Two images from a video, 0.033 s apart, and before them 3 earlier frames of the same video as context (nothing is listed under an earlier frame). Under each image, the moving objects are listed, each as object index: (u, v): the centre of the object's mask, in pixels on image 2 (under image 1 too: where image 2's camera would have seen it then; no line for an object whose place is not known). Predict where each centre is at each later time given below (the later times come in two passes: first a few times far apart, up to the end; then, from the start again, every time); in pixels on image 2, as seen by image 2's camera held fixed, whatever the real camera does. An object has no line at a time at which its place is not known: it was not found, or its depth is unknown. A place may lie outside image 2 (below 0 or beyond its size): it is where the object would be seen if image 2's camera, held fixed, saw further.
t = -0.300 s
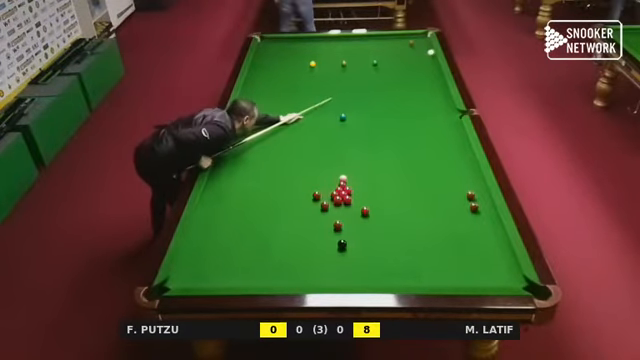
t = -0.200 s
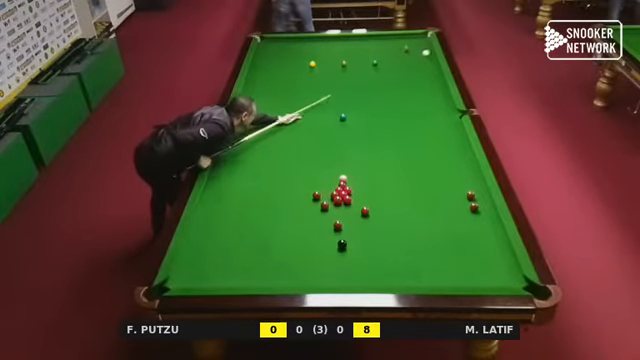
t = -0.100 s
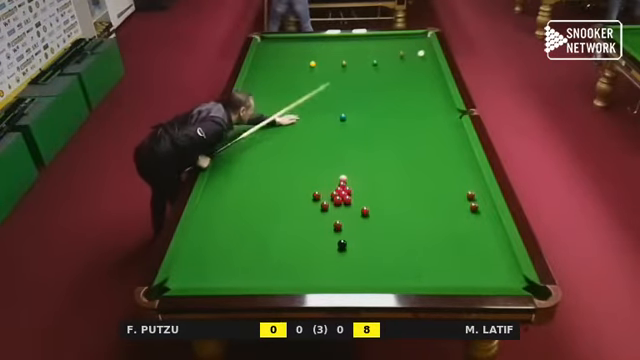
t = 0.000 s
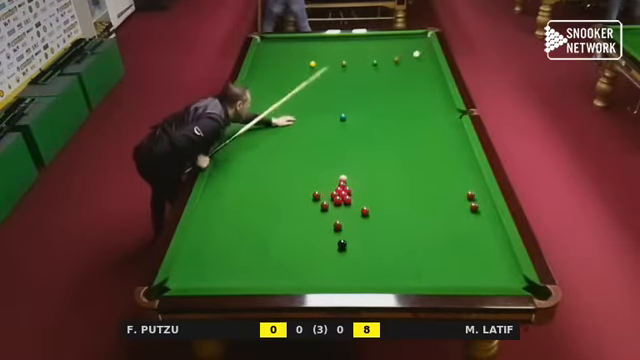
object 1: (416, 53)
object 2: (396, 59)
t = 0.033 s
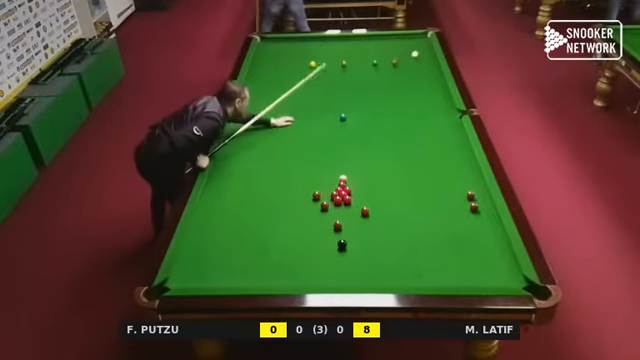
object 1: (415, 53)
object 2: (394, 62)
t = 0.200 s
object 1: (407, 54)
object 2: (385, 72)
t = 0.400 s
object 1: (398, 55)
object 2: (372, 86)
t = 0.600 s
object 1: (390, 56)
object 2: (360, 101)
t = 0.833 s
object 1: (381, 57)
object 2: (351, 117)
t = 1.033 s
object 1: (373, 58)
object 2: (356, 126)
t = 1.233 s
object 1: (366, 58)
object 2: (362, 136)
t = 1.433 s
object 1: (360, 59)
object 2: (367, 146)
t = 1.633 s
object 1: (354, 59)
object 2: (373, 155)
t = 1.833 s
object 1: (349, 60)
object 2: (380, 166)
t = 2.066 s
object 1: (343, 60)
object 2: (388, 178)
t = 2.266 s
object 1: (340, 60)
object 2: (395, 189)
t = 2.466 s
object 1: (337, 59)
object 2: (402, 200)
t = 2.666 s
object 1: (335, 60)
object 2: (410, 211)
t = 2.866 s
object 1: (333, 60)
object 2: (417, 223)
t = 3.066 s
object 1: (332, 60)
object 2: (426, 234)
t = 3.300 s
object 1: (330, 60)
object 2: (436, 248)
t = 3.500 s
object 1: (330, 60)
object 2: (444, 260)
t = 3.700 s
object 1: (330, 60)
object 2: (453, 273)
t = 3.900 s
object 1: (330, 60)
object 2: (461, 282)
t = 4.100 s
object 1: (330, 60)
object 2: (464, 277)
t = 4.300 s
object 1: (330, 60)
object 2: (466, 270)
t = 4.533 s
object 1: (330, 60)
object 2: (467, 262)
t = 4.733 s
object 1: (330, 60)
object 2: (469, 257)
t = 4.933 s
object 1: (330, 60)
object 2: (470, 252)
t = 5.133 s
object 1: (330, 60)
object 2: (471, 247)
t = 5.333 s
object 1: (330, 60)
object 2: (471, 244)
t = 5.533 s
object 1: (330, 60)
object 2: (472, 241)
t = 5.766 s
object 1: (330, 60)
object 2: (473, 239)
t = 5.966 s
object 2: (473, 238)
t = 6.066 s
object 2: (474, 237)
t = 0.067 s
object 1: (413, 54)
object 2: (392, 64)
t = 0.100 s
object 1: (411, 54)
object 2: (390, 66)
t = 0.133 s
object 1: (410, 54)
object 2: (389, 68)
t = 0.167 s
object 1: (408, 54)
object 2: (387, 70)
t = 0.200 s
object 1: (407, 54)
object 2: (385, 72)
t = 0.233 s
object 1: (405, 54)
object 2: (383, 74)
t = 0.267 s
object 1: (404, 55)
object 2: (380, 77)
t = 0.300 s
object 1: (402, 55)
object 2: (378, 79)
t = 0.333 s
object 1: (401, 55)
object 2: (377, 81)
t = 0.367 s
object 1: (400, 55)
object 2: (374, 84)
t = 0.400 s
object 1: (398, 55)
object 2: (372, 86)
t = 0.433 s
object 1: (397, 55)
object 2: (370, 88)
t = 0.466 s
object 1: (395, 55)
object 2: (368, 91)
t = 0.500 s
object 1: (394, 55)
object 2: (366, 93)
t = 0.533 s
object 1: (392, 55)
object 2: (364, 96)
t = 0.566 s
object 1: (391, 55)
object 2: (362, 99)
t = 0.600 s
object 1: (390, 56)
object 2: (360, 101)
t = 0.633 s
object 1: (388, 56)
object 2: (356, 104)
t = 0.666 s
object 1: (387, 56)
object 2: (355, 106)
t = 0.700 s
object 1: (386, 56)
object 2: (353, 109)
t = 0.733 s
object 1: (385, 56)
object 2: (350, 112)
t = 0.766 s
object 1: (383, 56)
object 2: (348, 114)
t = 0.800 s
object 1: (382, 56)
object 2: (349, 116)
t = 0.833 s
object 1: (381, 57)
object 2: (351, 117)
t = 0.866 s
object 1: (379, 57)
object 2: (352, 118)
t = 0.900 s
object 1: (378, 57)
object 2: (353, 120)
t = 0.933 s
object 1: (377, 57)
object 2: (354, 122)
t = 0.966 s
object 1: (375, 57)
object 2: (355, 123)
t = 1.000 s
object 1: (375, 57)
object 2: (355, 125)
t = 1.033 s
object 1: (373, 58)
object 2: (356, 126)
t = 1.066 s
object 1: (372, 58)
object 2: (357, 128)
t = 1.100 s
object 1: (371, 58)
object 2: (358, 129)
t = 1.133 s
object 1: (369, 58)
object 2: (359, 131)
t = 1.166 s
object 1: (368, 58)
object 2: (360, 133)
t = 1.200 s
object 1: (367, 58)
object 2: (360, 134)
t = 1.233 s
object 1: (366, 58)
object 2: (362, 136)
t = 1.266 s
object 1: (365, 58)
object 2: (363, 137)
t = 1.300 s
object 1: (364, 58)
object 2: (364, 139)
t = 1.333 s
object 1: (363, 58)
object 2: (364, 141)
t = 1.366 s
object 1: (362, 58)
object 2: (365, 142)
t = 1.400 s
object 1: (361, 59)
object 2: (366, 144)
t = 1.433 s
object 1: (360, 59)
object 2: (367, 146)
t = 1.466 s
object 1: (359, 59)
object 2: (368, 147)
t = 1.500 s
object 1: (358, 59)
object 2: (369, 149)
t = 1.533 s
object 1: (357, 59)
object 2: (370, 150)
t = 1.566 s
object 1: (356, 59)
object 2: (371, 152)
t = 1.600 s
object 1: (355, 59)
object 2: (372, 154)
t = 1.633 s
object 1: (354, 59)
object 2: (373, 155)
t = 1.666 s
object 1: (353, 59)
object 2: (375, 157)
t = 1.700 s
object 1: (352, 59)
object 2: (376, 159)
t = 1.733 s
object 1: (351, 60)
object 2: (377, 160)
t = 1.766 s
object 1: (350, 60)
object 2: (378, 162)
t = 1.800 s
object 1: (349, 60)
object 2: (379, 164)
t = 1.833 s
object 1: (349, 60)
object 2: (380, 166)
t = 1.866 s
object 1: (347, 61)
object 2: (381, 167)
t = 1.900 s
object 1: (346, 61)
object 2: (382, 169)
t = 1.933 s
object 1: (346, 61)
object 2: (383, 171)
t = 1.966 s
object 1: (345, 61)
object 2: (384, 173)
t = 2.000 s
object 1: (344, 60)
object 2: (386, 174)
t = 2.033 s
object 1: (344, 60)
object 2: (387, 176)
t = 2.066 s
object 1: (343, 60)
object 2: (388, 178)
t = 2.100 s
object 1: (343, 60)
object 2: (389, 180)
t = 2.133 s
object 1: (342, 60)
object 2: (390, 182)
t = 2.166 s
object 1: (342, 60)
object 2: (391, 183)
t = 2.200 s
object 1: (341, 60)
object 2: (392, 185)
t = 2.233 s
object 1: (340, 60)
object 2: (394, 187)
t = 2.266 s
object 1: (340, 60)
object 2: (395, 189)
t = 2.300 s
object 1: (339, 60)
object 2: (396, 191)
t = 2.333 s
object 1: (339, 60)
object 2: (397, 192)
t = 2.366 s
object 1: (338, 60)
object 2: (398, 194)
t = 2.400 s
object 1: (338, 59)
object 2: (400, 196)
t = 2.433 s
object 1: (337, 59)
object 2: (401, 198)
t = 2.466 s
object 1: (337, 59)
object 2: (402, 200)
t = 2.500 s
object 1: (337, 59)
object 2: (403, 202)
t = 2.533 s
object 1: (336, 59)
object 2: (405, 204)
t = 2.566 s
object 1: (336, 60)
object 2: (406, 205)
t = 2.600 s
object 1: (336, 59)
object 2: (407, 208)
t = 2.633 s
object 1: (335, 59)
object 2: (408, 209)
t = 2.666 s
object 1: (335, 60)
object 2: (410, 211)
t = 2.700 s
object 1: (334, 59)
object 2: (411, 213)
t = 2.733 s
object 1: (334, 59)
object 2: (412, 215)
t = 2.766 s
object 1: (334, 60)
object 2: (414, 217)
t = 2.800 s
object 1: (334, 60)
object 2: (415, 219)
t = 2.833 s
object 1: (333, 60)
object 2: (416, 221)
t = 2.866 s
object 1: (333, 60)
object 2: (417, 223)
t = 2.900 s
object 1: (333, 60)
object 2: (419, 225)
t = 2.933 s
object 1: (332, 59)
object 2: (420, 226)
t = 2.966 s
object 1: (332, 60)
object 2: (421, 228)
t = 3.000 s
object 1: (332, 60)
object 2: (423, 231)
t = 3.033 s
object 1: (332, 60)
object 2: (424, 233)
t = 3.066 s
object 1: (332, 60)
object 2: (426, 234)
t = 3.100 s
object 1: (331, 60)
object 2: (427, 236)
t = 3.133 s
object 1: (331, 60)
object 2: (429, 238)
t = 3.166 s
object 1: (331, 60)
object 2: (430, 240)
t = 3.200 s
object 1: (331, 60)
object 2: (432, 242)
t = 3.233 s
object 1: (331, 60)
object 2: (433, 245)
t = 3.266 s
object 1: (331, 60)
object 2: (434, 247)
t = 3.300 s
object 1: (330, 60)
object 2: (436, 248)
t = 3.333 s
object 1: (330, 60)
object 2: (437, 250)
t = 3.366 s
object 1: (330, 59)
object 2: (439, 252)
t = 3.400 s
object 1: (330, 60)
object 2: (440, 255)
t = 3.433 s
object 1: (330, 60)
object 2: (441, 257)
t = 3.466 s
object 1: (330, 60)
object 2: (443, 258)
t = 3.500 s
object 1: (330, 60)
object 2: (444, 260)
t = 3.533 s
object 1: (330, 60)
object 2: (446, 262)
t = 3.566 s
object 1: (330, 60)
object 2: (447, 264)
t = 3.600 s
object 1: (330, 60)
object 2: (449, 267)
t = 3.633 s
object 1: (330, 60)
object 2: (451, 269)
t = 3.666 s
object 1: (330, 60)
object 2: (452, 270)
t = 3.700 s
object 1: (330, 60)
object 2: (453, 273)
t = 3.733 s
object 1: (330, 60)
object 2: (455, 275)
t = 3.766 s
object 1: (330, 60)
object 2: (456, 277)
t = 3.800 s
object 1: (330, 60)
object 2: (458, 279)
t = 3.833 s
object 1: (330, 60)
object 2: (459, 280)
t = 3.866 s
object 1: (330, 60)
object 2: (460, 281)
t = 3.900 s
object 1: (330, 60)
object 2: (461, 282)
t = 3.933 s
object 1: (330, 60)
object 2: (462, 282)
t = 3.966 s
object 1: (330, 60)
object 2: (462, 280)
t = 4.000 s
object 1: (330, 60)
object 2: (463, 280)
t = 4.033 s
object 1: (330, 60)
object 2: (463, 280)
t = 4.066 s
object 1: (330, 60)
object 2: (463, 279)
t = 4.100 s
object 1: (330, 60)
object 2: (464, 277)
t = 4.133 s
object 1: (330, 60)
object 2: (465, 276)
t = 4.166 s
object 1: (330, 60)
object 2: (465, 275)
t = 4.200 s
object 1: (330, 60)
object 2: (465, 273)
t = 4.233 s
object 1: (330, 60)
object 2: (465, 272)
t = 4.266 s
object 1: (330, 60)
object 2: (466, 271)
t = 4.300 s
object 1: (330, 60)
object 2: (466, 270)
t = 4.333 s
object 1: (330, 60)
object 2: (466, 269)
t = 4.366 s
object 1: (330, 60)
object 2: (466, 267)
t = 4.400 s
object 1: (330, 60)
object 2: (467, 267)
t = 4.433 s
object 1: (330, 60)
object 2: (467, 266)
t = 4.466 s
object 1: (330, 60)
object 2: (467, 264)
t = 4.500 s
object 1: (330, 60)
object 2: (467, 263)
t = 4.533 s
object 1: (330, 60)
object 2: (467, 262)
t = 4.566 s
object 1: (330, 60)
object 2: (467, 261)
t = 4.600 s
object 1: (330, 60)
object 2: (468, 260)
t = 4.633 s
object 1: (330, 60)
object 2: (468, 259)
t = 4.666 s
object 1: (330, 60)
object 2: (468, 258)
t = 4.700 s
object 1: (330, 60)
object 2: (468, 258)
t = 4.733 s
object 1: (330, 60)
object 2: (469, 257)
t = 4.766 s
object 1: (330, 60)
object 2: (469, 256)
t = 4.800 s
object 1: (330, 60)
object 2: (469, 255)
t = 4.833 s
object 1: (330, 60)
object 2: (469, 254)
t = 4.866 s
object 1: (330, 60)
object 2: (469, 253)
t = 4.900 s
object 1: (330, 60)
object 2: (470, 252)
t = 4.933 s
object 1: (330, 60)
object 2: (470, 252)
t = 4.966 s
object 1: (330, 60)
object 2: (470, 251)
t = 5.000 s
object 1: (330, 60)
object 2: (470, 250)
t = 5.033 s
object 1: (330, 60)
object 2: (470, 249)
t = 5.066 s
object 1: (330, 60)
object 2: (470, 249)
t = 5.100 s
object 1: (330, 60)
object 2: (471, 248)
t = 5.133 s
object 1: (330, 60)
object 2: (471, 247)
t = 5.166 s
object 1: (330, 60)
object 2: (471, 247)
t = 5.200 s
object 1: (330, 60)
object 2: (471, 246)
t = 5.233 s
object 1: (330, 60)
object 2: (471, 245)
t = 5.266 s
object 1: (330, 60)
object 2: (471, 245)
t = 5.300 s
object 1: (330, 60)
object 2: (471, 244)
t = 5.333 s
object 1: (330, 60)
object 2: (471, 244)
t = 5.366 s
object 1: (330, 60)
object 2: (472, 243)
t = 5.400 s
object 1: (330, 60)
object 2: (472, 243)
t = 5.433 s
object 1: (330, 60)
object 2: (472, 243)
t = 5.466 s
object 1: (330, 60)
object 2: (472, 242)
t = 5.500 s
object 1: (330, 60)
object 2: (472, 242)
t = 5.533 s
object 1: (330, 60)
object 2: (472, 241)
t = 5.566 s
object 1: (330, 60)
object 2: (473, 241)
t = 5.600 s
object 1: (330, 60)
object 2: (472, 241)
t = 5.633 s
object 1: (330, 60)
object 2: (473, 240)
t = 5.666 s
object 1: (330, 60)
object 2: (473, 240)
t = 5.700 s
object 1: (330, 60)
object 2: (473, 239)
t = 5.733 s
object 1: (330, 60)
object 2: (473, 239)
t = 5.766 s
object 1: (330, 60)
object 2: (473, 239)
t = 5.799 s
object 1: (330, 60)
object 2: (473, 239)
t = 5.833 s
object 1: (330, 60)
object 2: (473, 239)
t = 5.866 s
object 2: (473, 238)
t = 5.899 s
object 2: (473, 238)
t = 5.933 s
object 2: (473, 237)
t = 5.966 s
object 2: (473, 238)
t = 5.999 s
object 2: (473, 237)
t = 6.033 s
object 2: (474, 237)
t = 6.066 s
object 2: (474, 237)
